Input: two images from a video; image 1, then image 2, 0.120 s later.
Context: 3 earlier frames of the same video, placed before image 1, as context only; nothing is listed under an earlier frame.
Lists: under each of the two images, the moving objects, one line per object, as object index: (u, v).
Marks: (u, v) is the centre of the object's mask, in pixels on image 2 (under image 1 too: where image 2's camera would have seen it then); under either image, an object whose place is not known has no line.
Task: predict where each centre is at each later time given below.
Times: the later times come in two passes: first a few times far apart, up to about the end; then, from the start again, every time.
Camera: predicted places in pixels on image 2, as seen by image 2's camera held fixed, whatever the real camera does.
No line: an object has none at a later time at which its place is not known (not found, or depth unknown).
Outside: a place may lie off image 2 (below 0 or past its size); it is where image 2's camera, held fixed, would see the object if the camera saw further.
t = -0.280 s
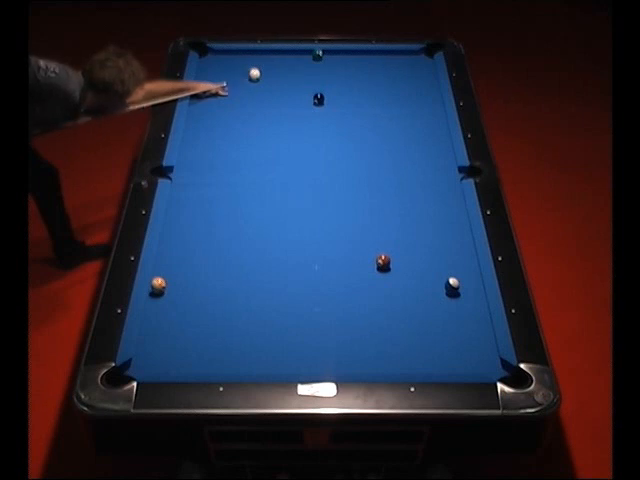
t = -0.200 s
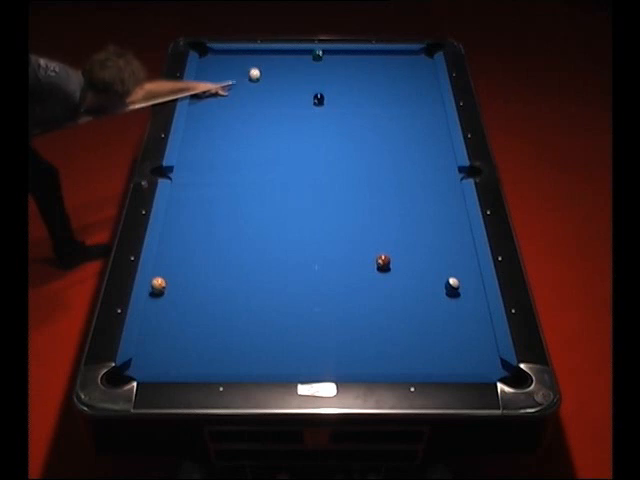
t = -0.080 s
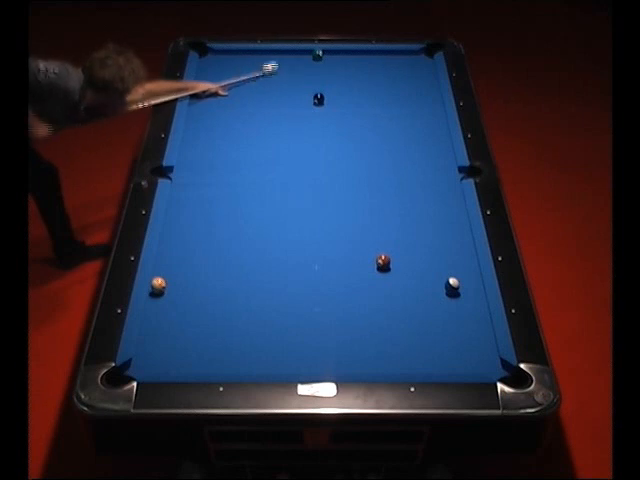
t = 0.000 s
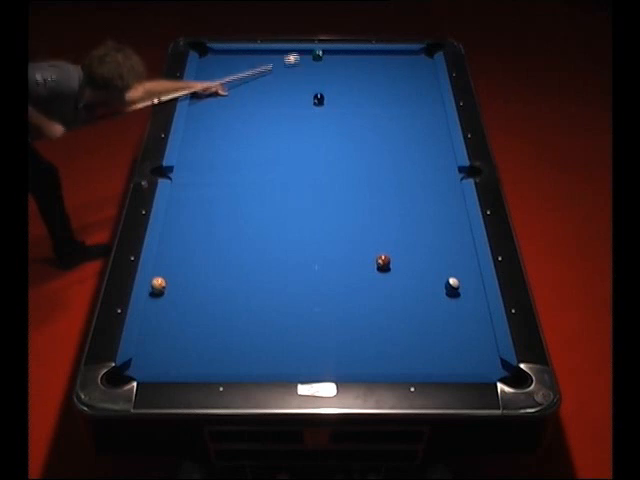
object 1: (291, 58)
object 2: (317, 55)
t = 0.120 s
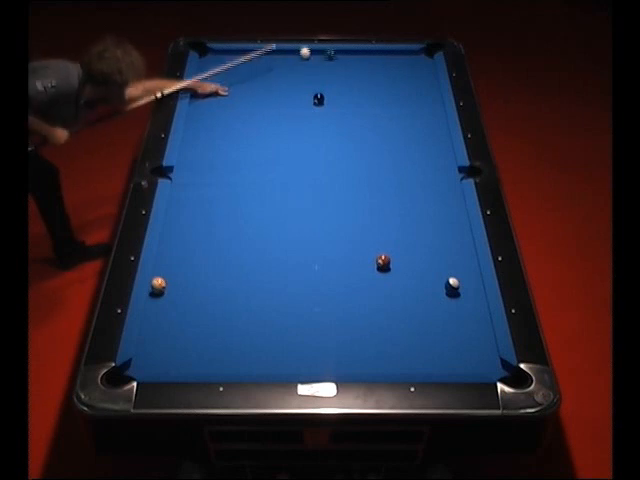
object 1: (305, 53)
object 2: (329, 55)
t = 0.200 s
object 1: (300, 56)
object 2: (346, 54)
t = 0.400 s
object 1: (287, 64)
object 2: (380, 54)
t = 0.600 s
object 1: (275, 73)
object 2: (413, 54)
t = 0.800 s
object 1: (262, 81)
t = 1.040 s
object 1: (247, 91)
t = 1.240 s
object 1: (235, 99)
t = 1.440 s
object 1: (222, 107)
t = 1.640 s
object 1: (210, 115)
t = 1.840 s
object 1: (198, 123)
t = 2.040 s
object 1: (189, 131)
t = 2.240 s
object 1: (193, 137)
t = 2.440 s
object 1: (197, 142)
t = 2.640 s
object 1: (201, 148)
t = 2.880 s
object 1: (206, 154)
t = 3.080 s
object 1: (209, 160)
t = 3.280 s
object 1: (212, 165)
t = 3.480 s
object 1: (215, 169)
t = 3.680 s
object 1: (217, 173)
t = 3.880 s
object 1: (220, 177)
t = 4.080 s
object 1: (222, 180)
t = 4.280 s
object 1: (224, 183)
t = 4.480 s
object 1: (226, 186)
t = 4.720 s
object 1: (228, 188)
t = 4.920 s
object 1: (229, 190)
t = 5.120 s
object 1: (230, 191)
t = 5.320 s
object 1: (231, 192)
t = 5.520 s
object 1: (231, 193)
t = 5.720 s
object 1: (231, 193)
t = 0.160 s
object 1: (302, 54)
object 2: (338, 54)
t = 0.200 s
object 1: (300, 56)
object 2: (346, 54)
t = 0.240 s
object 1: (297, 57)
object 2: (353, 54)
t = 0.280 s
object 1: (295, 59)
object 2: (359, 54)
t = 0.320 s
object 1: (292, 61)
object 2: (367, 54)
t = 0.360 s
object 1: (289, 63)
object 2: (373, 54)
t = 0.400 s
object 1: (287, 64)
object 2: (380, 54)
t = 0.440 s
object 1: (285, 66)
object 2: (387, 54)
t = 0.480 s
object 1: (282, 68)
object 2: (394, 54)
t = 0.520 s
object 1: (280, 69)
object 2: (401, 54)
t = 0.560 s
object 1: (277, 71)
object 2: (407, 55)
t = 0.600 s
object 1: (275, 73)
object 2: (413, 54)
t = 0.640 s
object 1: (272, 74)
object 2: (419, 54)
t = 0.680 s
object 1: (270, 76)
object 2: (426, 53)
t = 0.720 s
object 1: (267, 78)
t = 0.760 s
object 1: (265, 79)
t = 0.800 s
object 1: (262, 81)
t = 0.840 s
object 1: (260, 83)
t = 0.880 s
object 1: (257, 84)
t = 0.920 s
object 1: (255, 86)
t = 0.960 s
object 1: (252, 88)
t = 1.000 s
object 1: (250, 89)
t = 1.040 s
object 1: (247, 91)
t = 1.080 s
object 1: (245, 92)
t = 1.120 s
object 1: (242, 94)
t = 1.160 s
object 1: (240, 96)
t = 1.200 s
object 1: (237, 97)
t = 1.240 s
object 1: (235, 99)
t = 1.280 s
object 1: (232, 101)
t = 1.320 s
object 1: (230, 102)
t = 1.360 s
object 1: (227, 104)
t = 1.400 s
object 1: (225, 105)
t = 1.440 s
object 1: (222, 107)
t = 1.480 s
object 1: (220, 109)
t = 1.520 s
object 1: (217, 111)
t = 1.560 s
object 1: (215, 112)
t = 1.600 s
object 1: (212, 114)
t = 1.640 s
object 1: (210, 115)
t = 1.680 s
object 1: (207, 117)
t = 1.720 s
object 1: (205, 119)
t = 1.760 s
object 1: (202, 120)
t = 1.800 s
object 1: (200, 122)
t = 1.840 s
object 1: (198, 123)
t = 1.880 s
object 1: (195, 125)
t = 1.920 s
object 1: (193, 127)
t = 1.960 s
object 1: (190, 128)
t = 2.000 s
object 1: (188, 130)
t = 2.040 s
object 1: (189, 131)
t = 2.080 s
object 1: (190, 132)
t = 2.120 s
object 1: (190, 133)
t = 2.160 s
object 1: (191, 134)
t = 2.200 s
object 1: (192, 136)
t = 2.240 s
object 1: (193, 137)
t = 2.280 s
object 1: (194, 138)
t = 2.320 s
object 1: (194, 139)
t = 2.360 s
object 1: (195, 140)
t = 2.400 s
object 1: (196, 141)
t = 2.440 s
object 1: (197, 142)
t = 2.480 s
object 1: (198, 144)
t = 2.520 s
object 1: (199, 145)
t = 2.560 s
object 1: (199, 146)
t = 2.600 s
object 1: (200, 147)
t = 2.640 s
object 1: (201, 148)
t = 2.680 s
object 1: (201, 149)
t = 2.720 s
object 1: (202, 150)
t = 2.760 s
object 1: (203, 151)
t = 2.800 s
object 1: (204, 152)
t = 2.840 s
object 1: (205, 153)
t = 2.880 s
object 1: (206, 154)
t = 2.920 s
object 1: (206, 155)
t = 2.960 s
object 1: (207, 156)
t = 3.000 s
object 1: (207, 158)
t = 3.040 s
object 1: (208, 159)
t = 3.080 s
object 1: (209, 160)
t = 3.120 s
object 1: (209, 161)
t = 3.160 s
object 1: (210, 162)
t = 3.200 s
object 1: (211, 162)
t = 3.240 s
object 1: (211, 164)
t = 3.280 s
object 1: (212, 165)
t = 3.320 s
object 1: (212, 165)
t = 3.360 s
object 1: (213, 166)
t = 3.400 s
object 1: (213, 167)
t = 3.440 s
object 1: (214, 168)
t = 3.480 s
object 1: (215, 169)
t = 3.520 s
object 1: (215, 170)
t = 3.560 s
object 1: (216, 171)
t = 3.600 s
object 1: (216, 172)
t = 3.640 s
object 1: (217, 172)
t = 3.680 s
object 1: (217, 173)
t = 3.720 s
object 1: (217, 174)
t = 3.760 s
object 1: (218, 175)
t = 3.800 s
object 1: (218, 175)
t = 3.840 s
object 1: (219, 176)
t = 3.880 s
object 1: (220, 177)
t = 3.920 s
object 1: (220, 178)
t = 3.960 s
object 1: (221, 178)
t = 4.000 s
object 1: (221, 179)
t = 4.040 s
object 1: (222, 179)
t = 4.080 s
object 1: (222, 180)
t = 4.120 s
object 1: (223, 180)
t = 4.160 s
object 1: (223, 181)
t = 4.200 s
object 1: (224, 182)
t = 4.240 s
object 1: (224, 182)
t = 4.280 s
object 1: (224, 183)
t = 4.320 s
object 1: (224, 183)
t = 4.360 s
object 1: (225, 184)
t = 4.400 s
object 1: (225, 185)
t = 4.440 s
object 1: (225, 185)
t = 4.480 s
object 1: (226, 186)
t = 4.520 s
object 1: (226, 186)
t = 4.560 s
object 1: (226, 186)
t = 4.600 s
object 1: (227, 187)
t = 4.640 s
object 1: (227, 187)
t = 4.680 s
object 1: (227, 188)
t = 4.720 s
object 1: (228, 188)
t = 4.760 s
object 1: (228, 189)
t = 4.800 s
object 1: (228, 189)
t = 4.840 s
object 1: (228, 189)
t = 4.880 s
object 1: (229, 190)
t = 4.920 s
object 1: (229, 190)
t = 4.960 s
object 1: (229, 190)
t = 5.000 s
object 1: (230, 190)
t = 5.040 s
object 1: (230, 191)
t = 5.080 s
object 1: (230, 191)
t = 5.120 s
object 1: (230, 191)
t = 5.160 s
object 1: (230, 192)
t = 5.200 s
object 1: (230, 192)
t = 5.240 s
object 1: (230, 192)
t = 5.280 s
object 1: (231, 192)
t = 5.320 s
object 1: (231, 192)
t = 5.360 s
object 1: (231, 193)
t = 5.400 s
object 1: (231, 193)
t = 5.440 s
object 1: (231, 193)
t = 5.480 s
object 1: (231, 193)
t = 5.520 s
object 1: (231, 193)
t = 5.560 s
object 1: (231, 193)
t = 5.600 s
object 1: (231, 193)
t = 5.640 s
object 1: (231, 193)
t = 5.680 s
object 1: (231, 193)
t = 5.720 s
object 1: (231, 193)
